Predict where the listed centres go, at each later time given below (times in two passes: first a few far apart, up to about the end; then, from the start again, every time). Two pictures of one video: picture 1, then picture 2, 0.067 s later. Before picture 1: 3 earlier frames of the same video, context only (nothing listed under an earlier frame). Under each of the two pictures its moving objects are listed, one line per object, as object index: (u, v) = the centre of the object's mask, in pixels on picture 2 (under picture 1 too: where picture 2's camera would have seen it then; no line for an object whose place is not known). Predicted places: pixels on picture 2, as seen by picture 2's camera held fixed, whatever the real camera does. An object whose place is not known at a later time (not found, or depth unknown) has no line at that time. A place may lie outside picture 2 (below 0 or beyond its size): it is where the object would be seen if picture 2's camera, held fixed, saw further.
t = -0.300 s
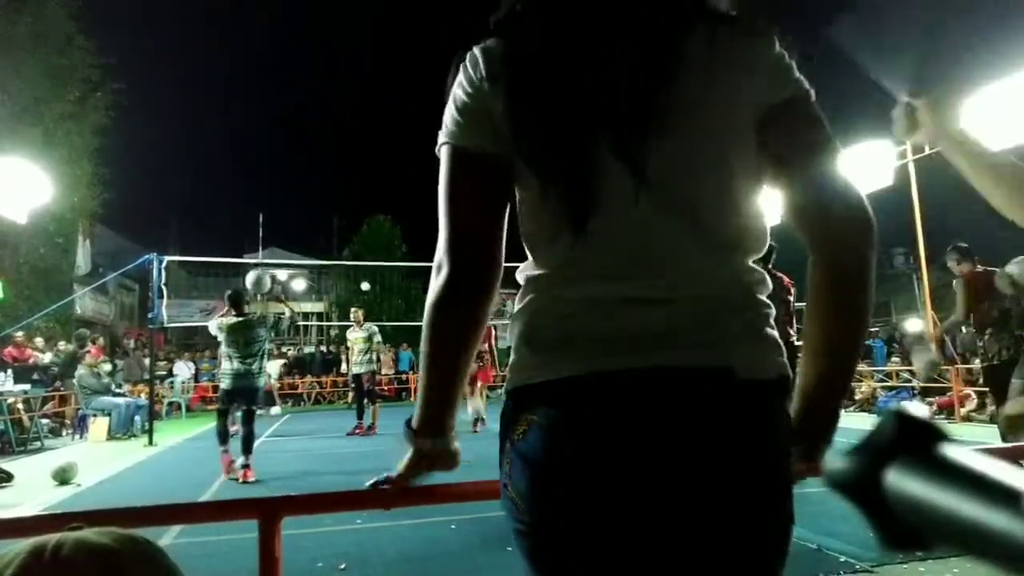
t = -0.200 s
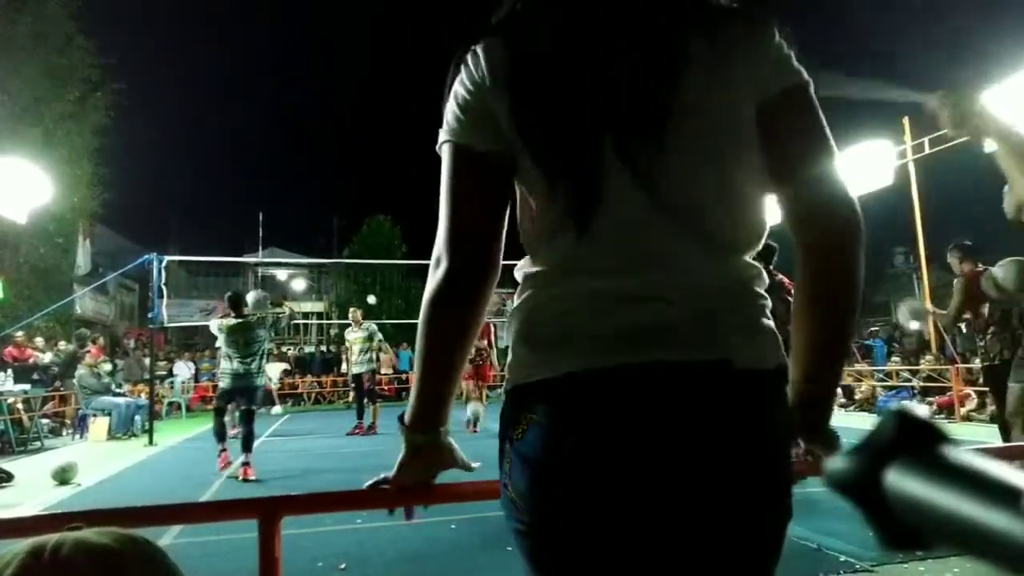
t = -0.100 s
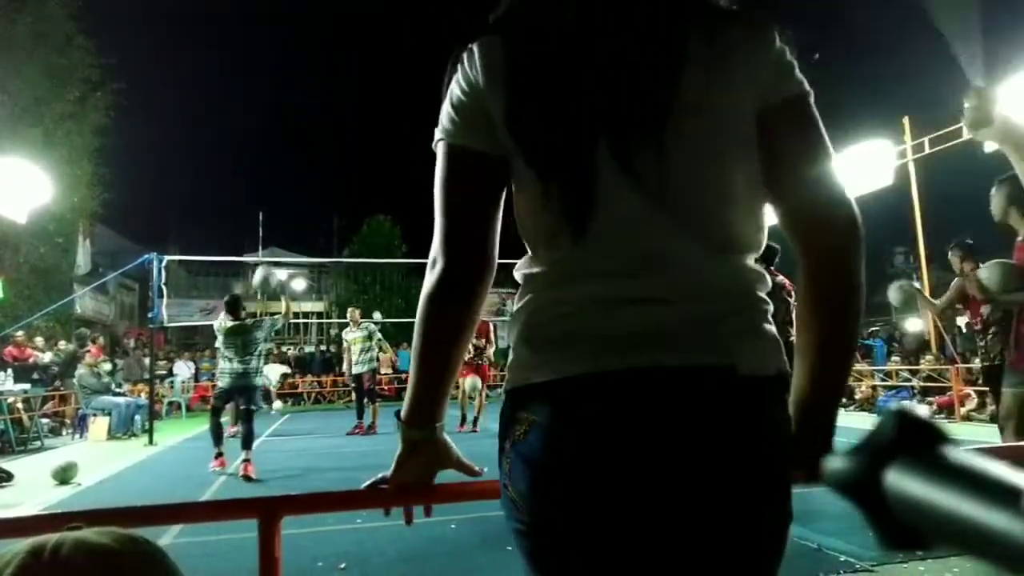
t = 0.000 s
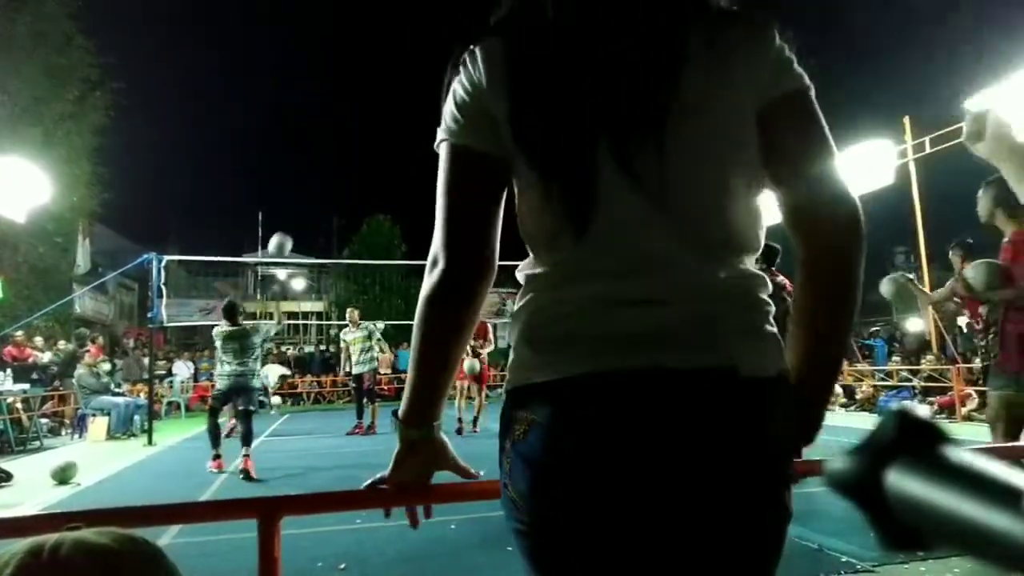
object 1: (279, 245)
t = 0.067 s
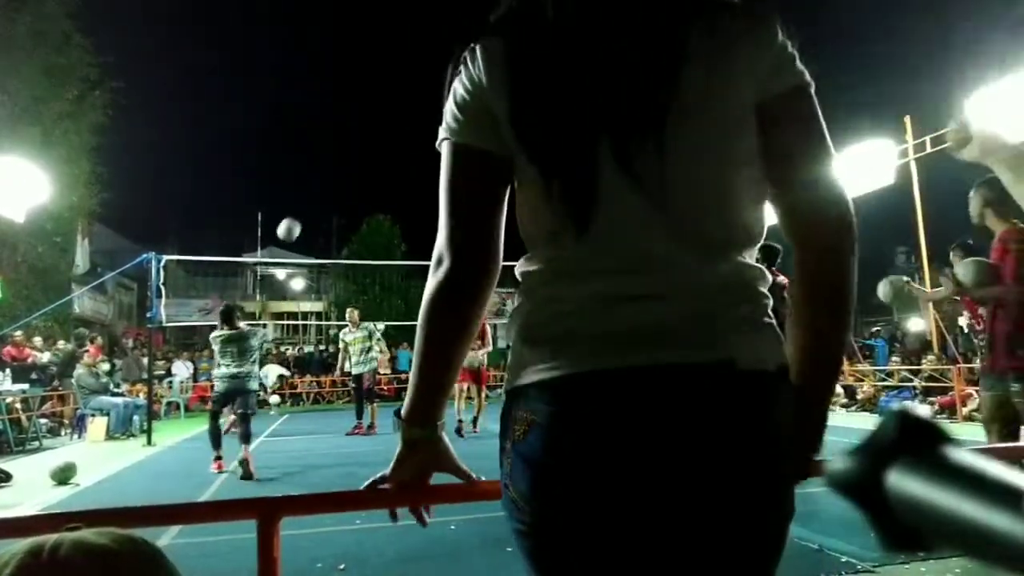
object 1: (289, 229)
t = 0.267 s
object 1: (311, 212)
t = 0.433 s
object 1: (327, 223)
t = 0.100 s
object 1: (293, 224)
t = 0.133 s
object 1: (297, 219)
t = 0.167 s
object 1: (301, 216)
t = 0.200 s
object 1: (304, 213)
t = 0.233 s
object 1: (308, 212)
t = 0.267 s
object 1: (311, 212)
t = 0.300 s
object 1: (314, 212)
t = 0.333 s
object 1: (317, 214)
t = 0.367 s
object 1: (320, 216)
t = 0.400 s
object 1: (324, 219)
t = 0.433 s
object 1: (327, 223)
